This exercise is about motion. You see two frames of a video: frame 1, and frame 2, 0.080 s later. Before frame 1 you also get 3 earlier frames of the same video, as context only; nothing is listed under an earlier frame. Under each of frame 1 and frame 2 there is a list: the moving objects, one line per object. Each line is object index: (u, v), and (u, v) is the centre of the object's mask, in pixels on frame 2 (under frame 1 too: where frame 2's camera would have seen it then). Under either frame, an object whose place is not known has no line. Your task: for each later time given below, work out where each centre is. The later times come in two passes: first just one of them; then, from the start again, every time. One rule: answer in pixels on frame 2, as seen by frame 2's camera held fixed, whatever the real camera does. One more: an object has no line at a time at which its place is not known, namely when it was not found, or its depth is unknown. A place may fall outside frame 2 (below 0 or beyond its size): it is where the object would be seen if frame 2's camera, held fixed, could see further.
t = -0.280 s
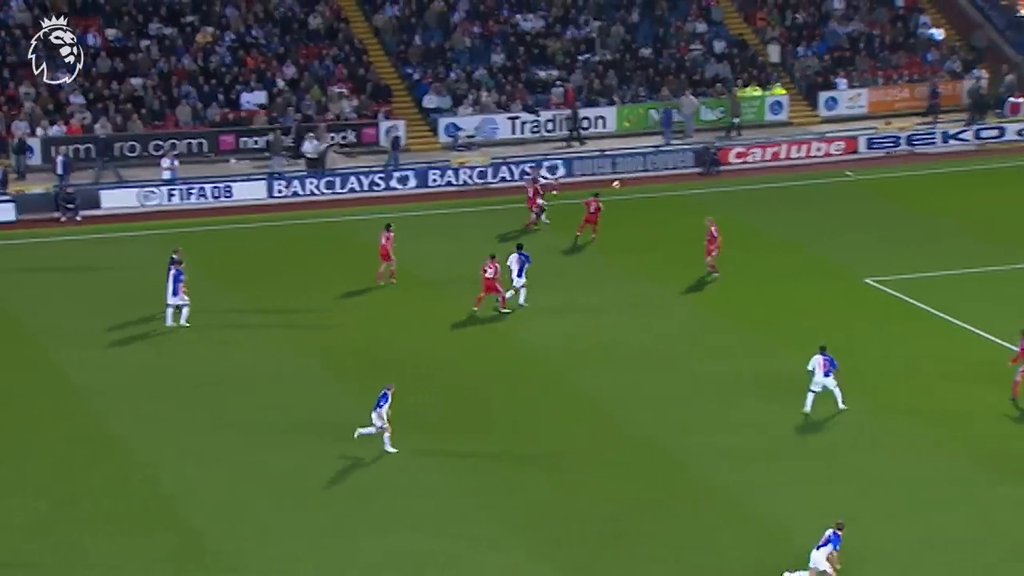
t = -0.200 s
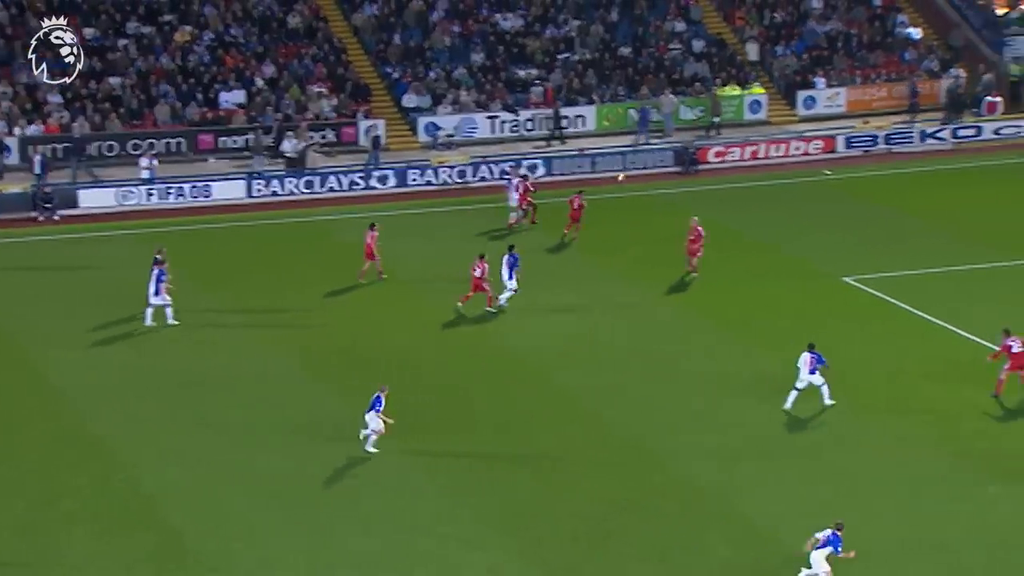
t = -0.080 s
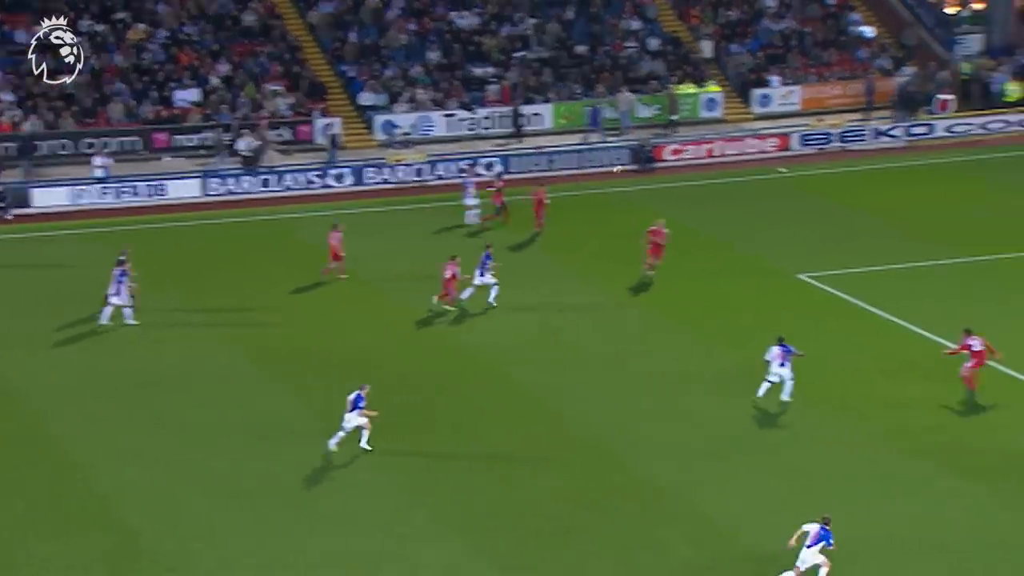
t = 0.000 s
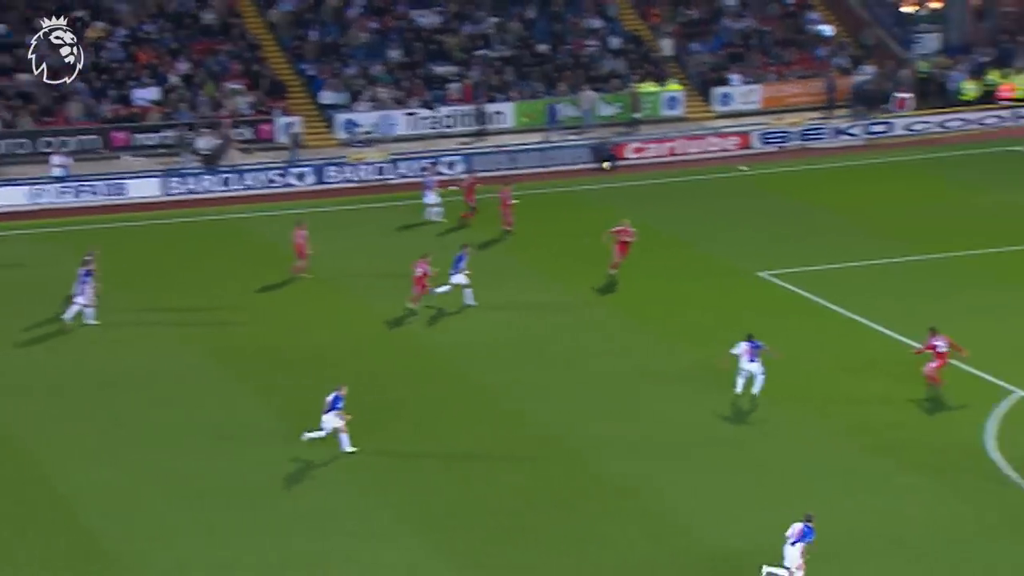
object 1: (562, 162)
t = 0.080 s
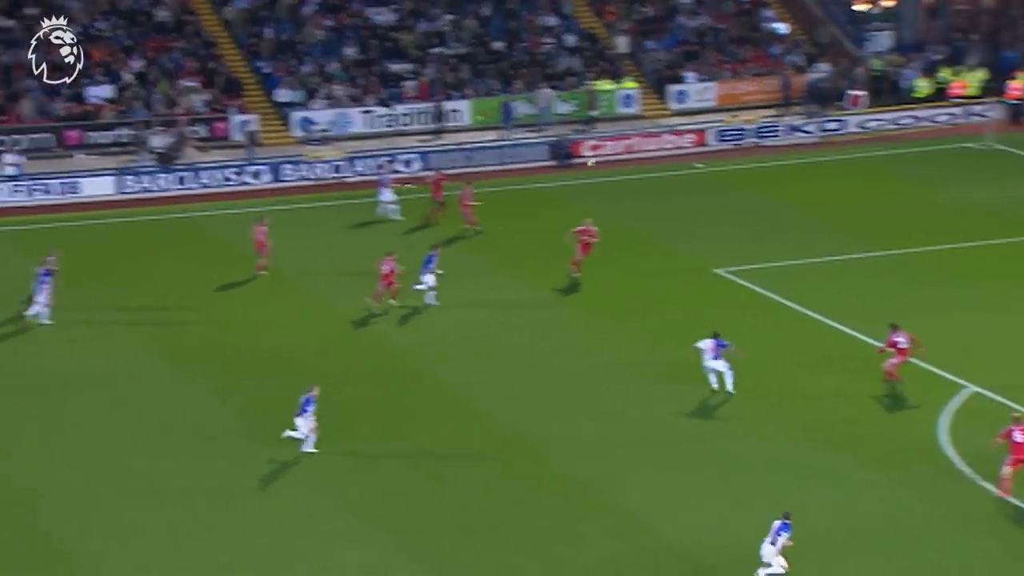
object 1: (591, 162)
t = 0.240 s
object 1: (652, 167)
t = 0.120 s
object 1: (605, 163)
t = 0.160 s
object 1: (621, 164)
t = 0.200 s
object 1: (636, 166)
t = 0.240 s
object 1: (652, 167)
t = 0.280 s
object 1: (667, 171)
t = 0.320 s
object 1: (683, 173)
